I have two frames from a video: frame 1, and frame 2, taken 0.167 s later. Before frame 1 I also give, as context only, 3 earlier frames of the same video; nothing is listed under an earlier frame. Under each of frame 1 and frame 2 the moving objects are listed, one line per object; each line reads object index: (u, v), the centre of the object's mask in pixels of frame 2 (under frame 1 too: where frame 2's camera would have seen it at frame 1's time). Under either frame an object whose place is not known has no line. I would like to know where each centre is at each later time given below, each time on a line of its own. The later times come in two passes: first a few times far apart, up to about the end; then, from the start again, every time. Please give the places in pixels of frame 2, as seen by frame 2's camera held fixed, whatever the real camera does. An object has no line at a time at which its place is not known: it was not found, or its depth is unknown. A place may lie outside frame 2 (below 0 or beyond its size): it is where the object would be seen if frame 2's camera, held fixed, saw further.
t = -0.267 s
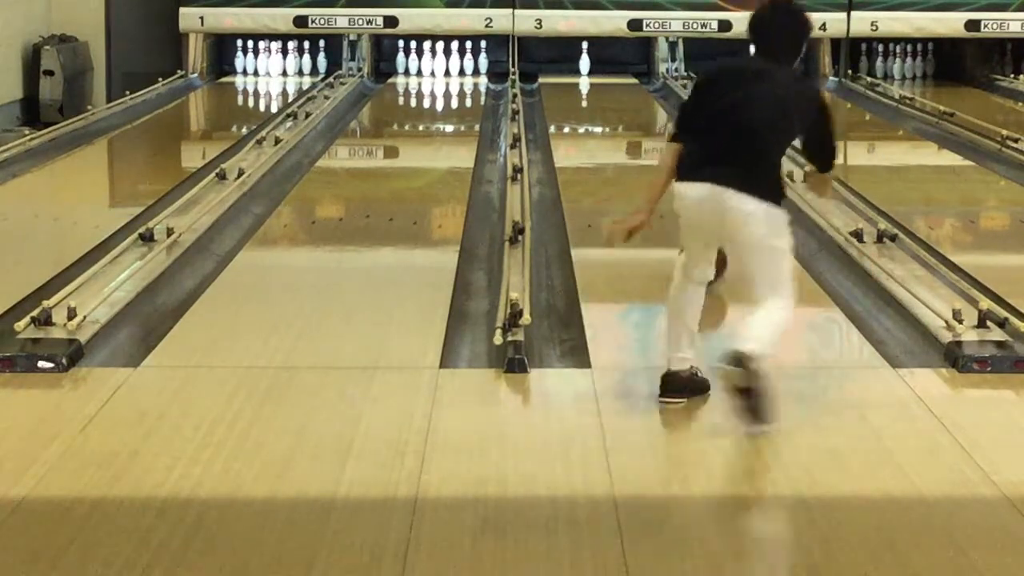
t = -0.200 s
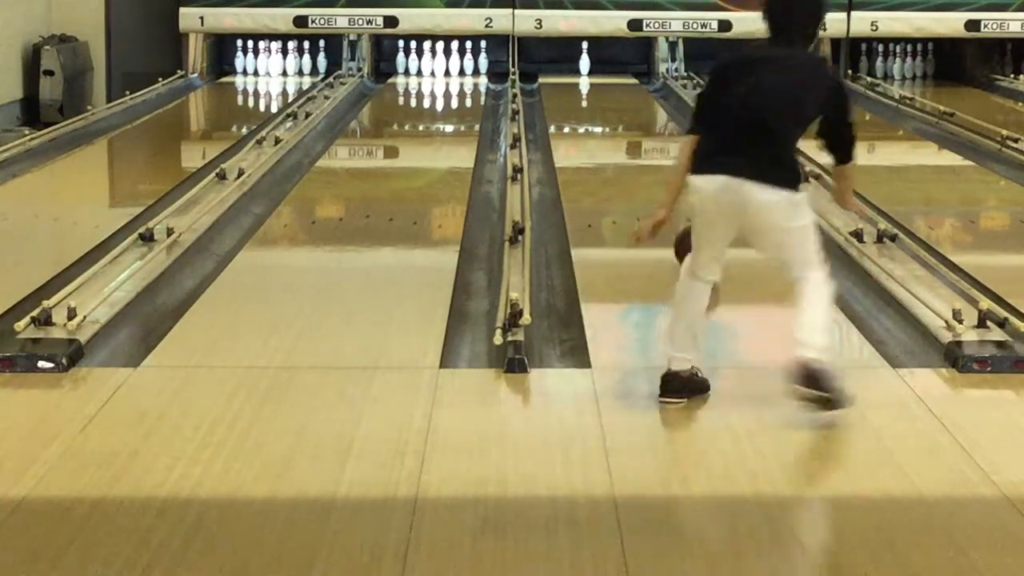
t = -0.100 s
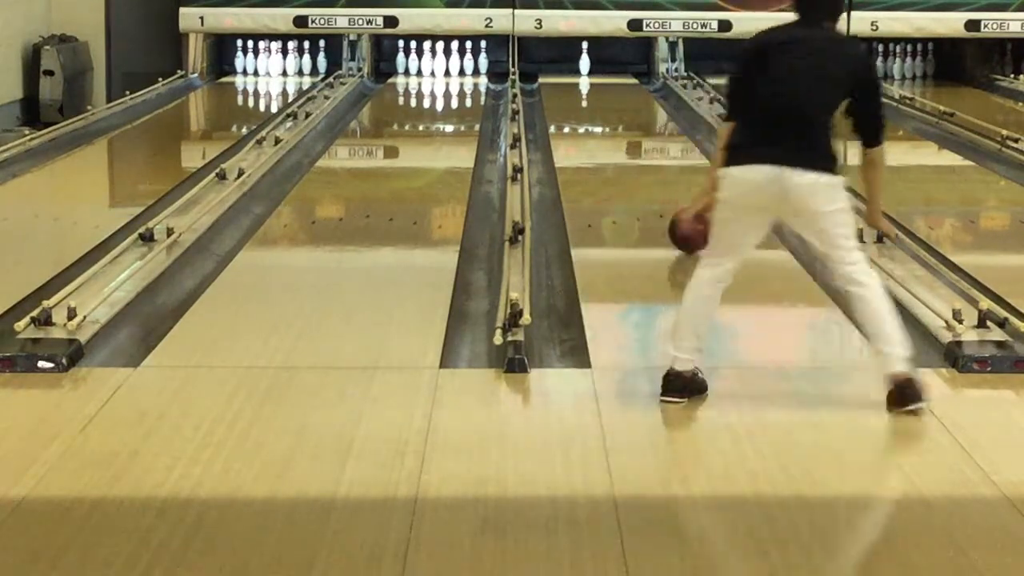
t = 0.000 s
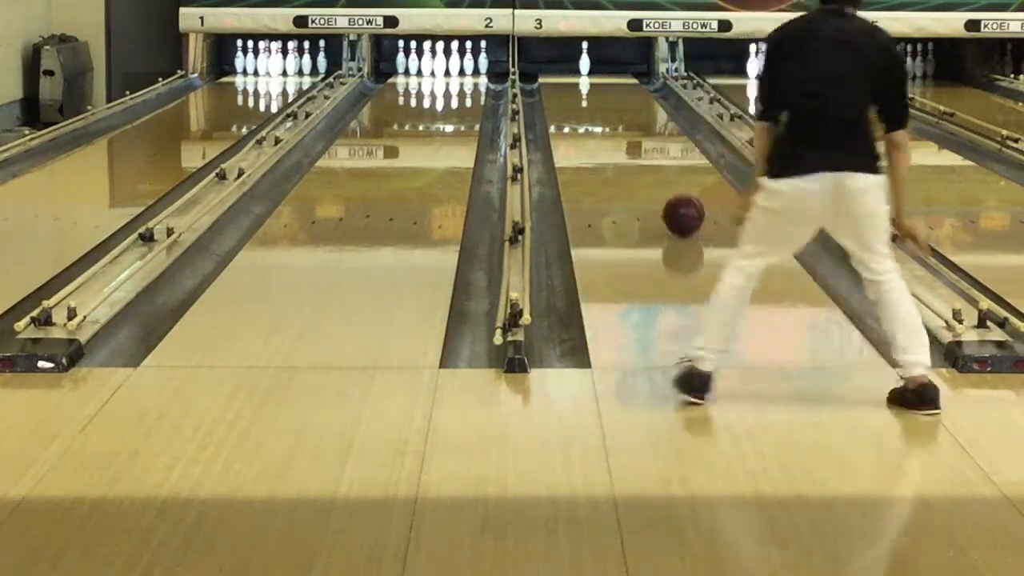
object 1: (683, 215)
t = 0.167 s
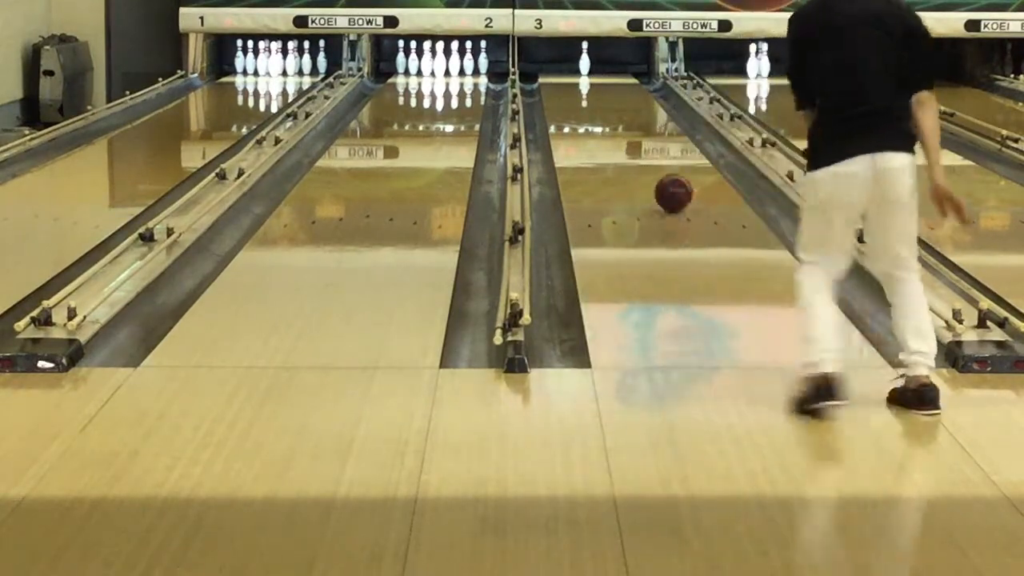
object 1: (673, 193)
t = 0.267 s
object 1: (668, 181)
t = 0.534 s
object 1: (656, 155)
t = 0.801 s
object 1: (645, 135)
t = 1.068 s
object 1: (636, 118)
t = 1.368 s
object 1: (628, 102)
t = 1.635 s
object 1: (620, 88)
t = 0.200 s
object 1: (672, 189)
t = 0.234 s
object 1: (670, 185)
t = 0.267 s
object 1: (668, 181)
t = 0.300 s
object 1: (666, 178)
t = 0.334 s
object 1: (665, 174)
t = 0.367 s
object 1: (663, 171)
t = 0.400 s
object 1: (662, 167)
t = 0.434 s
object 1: (660, 164)
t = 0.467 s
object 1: (659, 161)
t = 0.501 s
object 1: (657, 158)
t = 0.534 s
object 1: (656, 155)
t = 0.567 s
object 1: (654, 152)
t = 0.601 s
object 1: (653, 149)
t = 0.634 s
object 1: (652, 147)
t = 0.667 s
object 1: (651, 144)
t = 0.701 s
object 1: (649, 142)
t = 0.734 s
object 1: (648, 139)
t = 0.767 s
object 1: (647, 136)
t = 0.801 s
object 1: (645, 135)
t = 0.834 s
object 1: (644, 132)
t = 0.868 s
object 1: (643, 130)
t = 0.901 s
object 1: (642, 127)
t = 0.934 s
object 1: (641, 125)
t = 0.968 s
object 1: (640, 124)
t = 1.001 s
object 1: (639, 122)
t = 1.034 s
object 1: (638, 120)
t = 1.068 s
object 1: (636, 118)
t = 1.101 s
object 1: (636, 115)
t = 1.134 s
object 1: (634, 114)
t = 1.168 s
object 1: (633, 112)
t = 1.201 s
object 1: (632, 110)
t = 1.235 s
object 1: (631, 109)
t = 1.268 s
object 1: (630, 107)
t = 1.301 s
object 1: (630, 105)
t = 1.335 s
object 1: (629, 104)
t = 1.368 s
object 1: (628, 102)
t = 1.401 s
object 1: (627, 100)
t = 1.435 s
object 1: (625, 99)
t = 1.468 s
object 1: (625, 97)
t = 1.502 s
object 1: (624, 95)
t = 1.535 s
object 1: (623, 92)
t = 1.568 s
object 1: (621, 91)
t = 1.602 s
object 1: (620, 90)
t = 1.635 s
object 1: (620, 88)
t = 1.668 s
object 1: (618, 88)
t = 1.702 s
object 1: (616, 86)
